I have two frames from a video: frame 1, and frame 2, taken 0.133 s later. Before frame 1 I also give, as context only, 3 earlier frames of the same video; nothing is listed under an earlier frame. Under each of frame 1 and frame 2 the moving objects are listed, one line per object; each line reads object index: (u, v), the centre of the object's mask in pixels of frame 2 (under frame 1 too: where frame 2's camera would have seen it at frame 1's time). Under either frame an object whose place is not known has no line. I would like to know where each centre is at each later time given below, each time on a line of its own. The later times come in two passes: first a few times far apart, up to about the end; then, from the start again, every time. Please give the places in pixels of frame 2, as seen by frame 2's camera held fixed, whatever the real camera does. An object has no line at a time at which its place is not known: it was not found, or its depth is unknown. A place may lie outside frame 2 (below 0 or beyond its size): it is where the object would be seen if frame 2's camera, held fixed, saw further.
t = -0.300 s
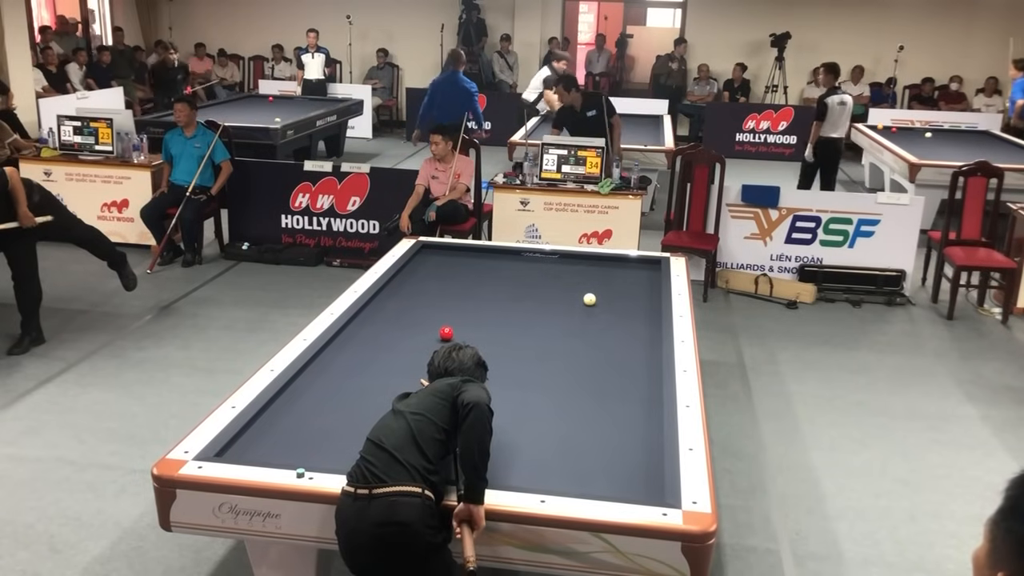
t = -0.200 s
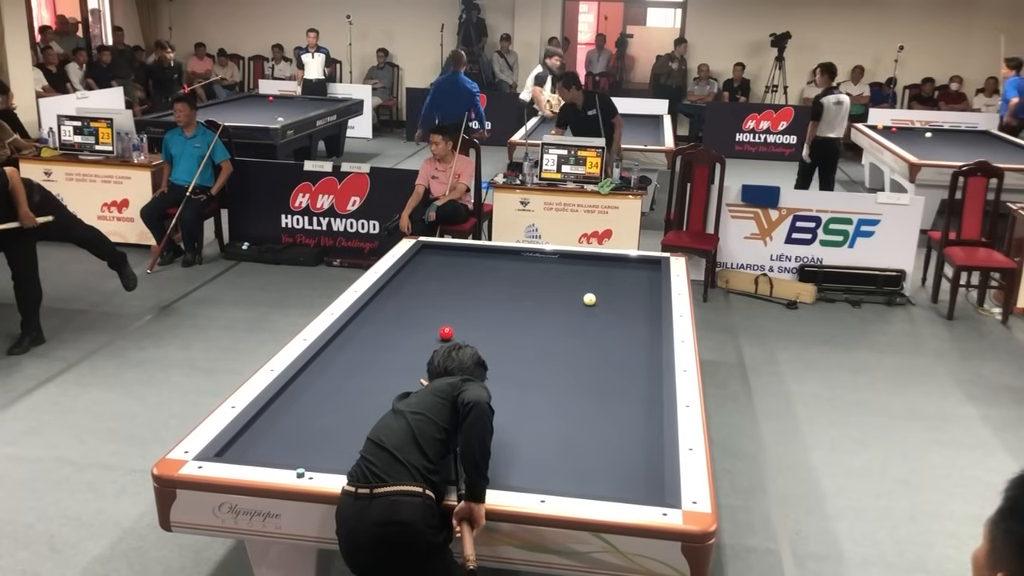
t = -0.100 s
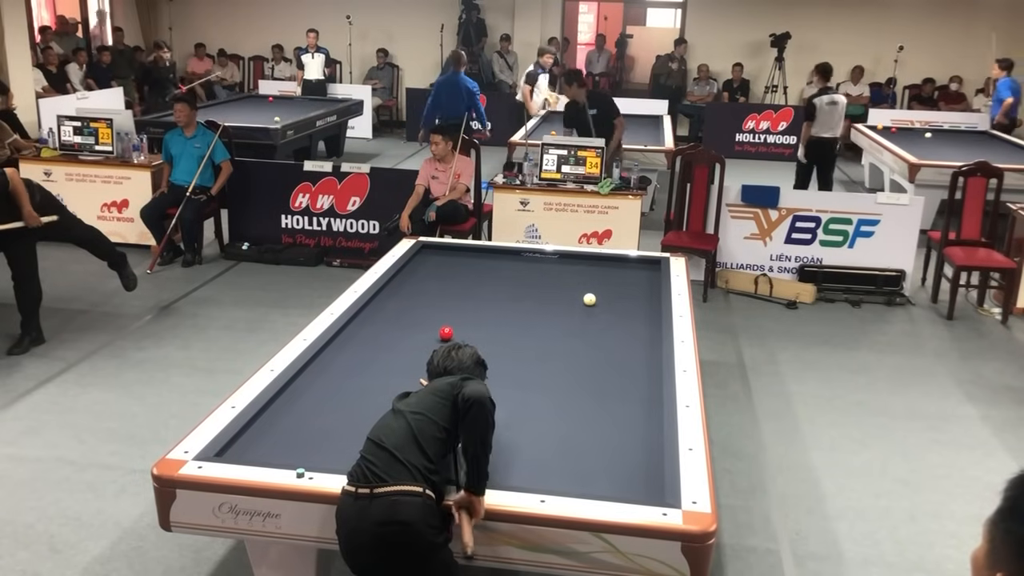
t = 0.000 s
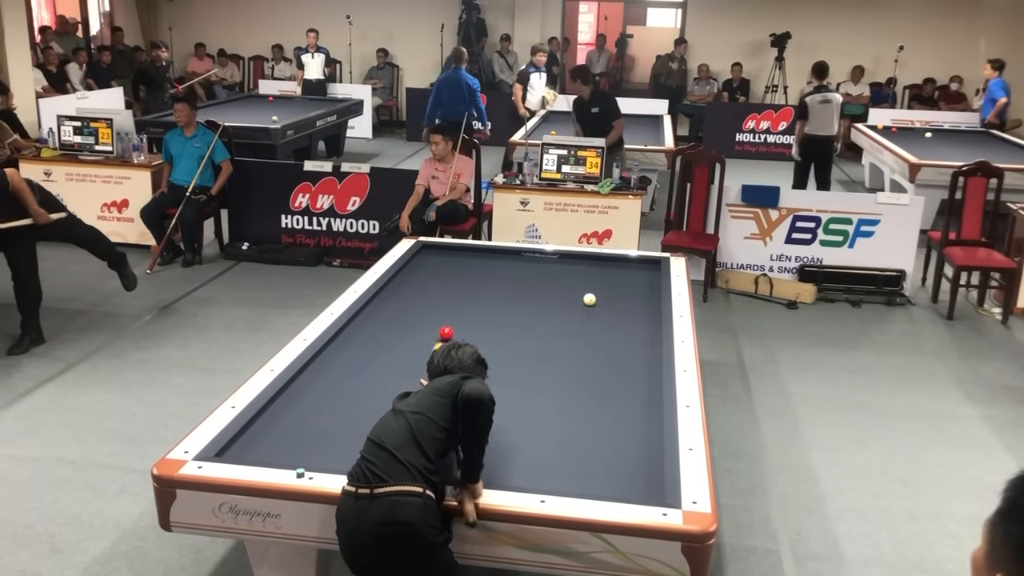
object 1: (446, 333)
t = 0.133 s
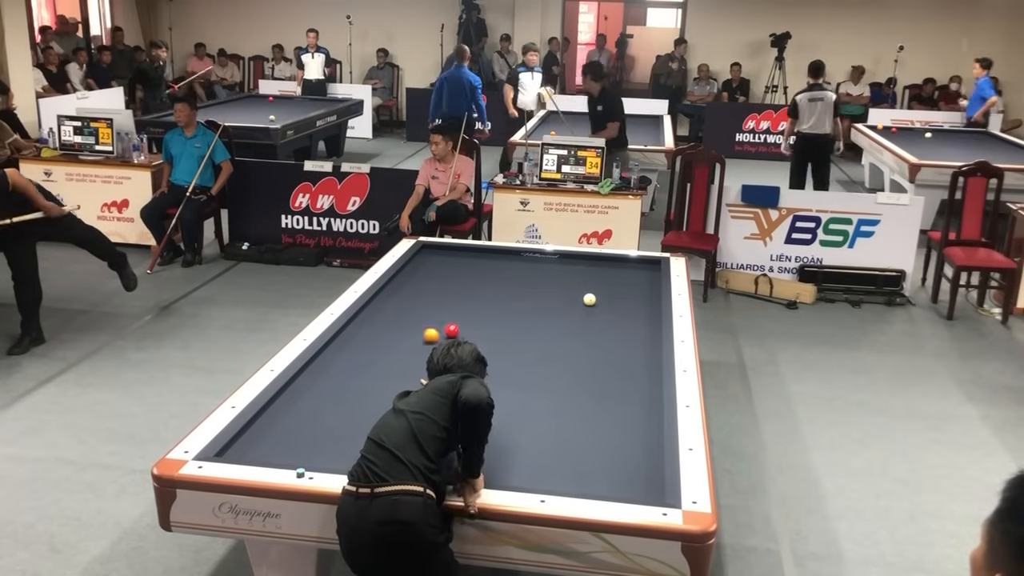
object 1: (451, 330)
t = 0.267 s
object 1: (469, 323)
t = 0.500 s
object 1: (492, 312)
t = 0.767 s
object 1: (515, 301)
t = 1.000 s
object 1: (533, 292)
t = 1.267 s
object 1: (554, 283)
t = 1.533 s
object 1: (572, 274)
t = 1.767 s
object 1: (587, 267)
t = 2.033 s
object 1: (602, 260)
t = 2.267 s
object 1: (611, 261)
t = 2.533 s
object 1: (619, 266)
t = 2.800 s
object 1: (627, 271)
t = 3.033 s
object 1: (633, 276)
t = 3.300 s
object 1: (641, 280)
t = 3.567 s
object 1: (648, 286)
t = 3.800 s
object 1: (655, 291)
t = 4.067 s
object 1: (652, 295)
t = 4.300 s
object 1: (649, 298)
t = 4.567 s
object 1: (645, 302)
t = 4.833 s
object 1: (641, 305)
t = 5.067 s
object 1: (638, 308)
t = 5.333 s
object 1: (634, 313)
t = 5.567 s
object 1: (631, 315)
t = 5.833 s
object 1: (628, 318)
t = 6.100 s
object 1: (624, 321)
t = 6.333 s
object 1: (621, 323)
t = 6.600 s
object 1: (618, 326)
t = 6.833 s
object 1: (616, 329)
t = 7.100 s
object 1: (613, 331)
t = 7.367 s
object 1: (610, 333)
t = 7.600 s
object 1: (607, 335)
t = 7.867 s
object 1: (605, 337)
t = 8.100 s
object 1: (603, 339)
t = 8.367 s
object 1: (601, 341)
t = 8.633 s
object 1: (599, 342)
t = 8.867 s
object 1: (598, 343)
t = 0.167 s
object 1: (456, 329)
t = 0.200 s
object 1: (461, 326)
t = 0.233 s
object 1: (465, 324)
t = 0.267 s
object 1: (469, 323)
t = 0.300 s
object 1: (472, 321)
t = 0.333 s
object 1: (476, 319)
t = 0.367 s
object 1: (479, 318)
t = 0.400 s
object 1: (482, 316)
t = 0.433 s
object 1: (485, 315)
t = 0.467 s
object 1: (488, 314)
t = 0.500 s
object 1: (492, 312)
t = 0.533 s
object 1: (495, 310)
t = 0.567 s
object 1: (497, 309)
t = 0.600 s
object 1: (501, 308)
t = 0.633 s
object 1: (504, 306)
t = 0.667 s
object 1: (506, 305)
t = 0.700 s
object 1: (509, 303)
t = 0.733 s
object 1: (512, 302)
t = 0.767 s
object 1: (515, 301)
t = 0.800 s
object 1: (518, 299)
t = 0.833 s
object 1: (520, 298)
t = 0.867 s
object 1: (523, 297)
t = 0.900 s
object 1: (526, 295)
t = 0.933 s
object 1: (528, 294)
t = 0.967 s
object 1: (531, 293)
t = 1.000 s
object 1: (533, 292)
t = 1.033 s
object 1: (536, 290)
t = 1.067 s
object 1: (538, 289)
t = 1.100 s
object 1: (541, 288)
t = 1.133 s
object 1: (544, 287)
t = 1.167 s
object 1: (546, 286)
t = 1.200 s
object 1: (548, 285)
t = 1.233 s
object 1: (551, 284)
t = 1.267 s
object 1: (554, 283)
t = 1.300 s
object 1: (556, 281)
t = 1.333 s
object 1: (558, 280)
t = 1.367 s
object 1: (560, 279)
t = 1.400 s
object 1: (563, 278)
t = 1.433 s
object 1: (565, 278)
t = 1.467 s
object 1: (567, 277)
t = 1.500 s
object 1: (569, 275)
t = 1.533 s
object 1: (572, 274)
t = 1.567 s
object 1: (574, 273)
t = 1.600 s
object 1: (576, 272)
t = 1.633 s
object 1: (578, 271)
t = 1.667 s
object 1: (580, 270)
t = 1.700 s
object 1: (582, 269)
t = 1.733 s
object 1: (585, 269)
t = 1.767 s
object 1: (587, 267)
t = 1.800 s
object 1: (589, 267)
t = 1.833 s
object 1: (591, 265)
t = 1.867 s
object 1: (593, 264)
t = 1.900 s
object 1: (594, 264)
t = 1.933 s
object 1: (596, 263)
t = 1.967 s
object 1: (598, 262)
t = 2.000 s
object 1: (600, 261)
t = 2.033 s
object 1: (602, 260)
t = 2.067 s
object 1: (604, 259)
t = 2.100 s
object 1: (606, 259)
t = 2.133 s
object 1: (608, 258)
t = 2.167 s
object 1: (608, 259)
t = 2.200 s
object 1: (609, 260)
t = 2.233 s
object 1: (610, 261)
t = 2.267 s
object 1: (611, 261)
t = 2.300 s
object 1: (612, 262)
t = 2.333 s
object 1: (613, 262)
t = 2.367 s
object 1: (614, 263)
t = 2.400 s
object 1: (615, 263)
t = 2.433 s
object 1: (616, 264)
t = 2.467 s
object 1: (617, 264)
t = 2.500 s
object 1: (618, 265)
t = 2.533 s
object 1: (619, 266)
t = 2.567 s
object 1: (620, 267)
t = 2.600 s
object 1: (621, 267)
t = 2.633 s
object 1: (622, 268)
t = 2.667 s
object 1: (622, 268)
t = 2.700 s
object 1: (623, 269)
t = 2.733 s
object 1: (624, 270)
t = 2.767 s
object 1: (625, 270)
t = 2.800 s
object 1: (627, 271)
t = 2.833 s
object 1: (627, 272)
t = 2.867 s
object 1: (628, 272)
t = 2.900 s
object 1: (629, 273)
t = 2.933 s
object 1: (630, 274)
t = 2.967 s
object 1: (631, 274)
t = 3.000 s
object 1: (632, 275)
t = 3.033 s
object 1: (633, 276)
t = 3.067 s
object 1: (634, 276)
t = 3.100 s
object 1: (635, 277)
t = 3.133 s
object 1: (636, 278)
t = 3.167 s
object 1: (637, 278)
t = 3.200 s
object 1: (638, 279)
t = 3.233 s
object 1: (639, 279)
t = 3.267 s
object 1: (640, 280)
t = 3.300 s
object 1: (641, 280)
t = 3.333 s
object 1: (642, 281)
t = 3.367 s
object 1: (643, 282)
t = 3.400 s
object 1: (644, 283)
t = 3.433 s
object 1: (645, 283)
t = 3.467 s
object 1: (645, 284)
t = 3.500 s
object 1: (646, 284)
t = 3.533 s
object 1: (647, 285)
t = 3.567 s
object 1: (648, 286)
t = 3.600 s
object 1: (649, 287)
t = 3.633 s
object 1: (650, 287)
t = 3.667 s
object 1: (651, 288)
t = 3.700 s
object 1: (652, 289)
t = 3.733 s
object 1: (653, 289)
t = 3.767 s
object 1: (654, 290)
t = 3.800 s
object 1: (655, 291)
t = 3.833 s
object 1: (655, 292)
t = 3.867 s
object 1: (655, 292)
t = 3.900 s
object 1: (654, 292)
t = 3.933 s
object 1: (654, 293)
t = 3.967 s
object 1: (653, 293)
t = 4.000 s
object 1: (653, 294)
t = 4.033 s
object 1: (652, 294)
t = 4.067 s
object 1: (652, 295)
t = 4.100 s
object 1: (651, 295)
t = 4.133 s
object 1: (651, 296)
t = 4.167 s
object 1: (650, 296)
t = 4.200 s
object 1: (650, 297)
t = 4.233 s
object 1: (649, 297)
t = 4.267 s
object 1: (649, 298)
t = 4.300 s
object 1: (649, 298)
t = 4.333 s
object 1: (648, 299)
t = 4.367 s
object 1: (647, 299)
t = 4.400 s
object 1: (647, 300)
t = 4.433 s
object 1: (647, 300)
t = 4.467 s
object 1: (646, 301)
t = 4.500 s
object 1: (646, 301)
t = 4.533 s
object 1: (645, 301)
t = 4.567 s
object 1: (645, 302)
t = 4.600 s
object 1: (644, 302)
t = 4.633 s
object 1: (643, 303)
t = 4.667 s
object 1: (643, 303)
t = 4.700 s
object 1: (643, 304)
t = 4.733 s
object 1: (642, 304)
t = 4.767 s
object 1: (642, 305)
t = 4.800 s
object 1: (641, 305)
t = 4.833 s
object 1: (641, 305)
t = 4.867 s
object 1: (641, 306)
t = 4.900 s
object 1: (640, 306)
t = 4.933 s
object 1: (639, 307)
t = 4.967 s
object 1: (639, 307)
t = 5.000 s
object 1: (638, 307)
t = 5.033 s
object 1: (638, 308)
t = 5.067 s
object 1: (638, 308)
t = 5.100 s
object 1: (637, 309)
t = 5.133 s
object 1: (637, 309)
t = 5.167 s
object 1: (636, 310)
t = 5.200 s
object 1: (636, 310)
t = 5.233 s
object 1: (636, 310)
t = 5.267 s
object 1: (635, 311)
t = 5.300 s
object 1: (635, 311)
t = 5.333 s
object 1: (634, 313)
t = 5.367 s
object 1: (634, 313)
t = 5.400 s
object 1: (633, 313)
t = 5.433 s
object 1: (633, 313)
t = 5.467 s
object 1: (632, 314)
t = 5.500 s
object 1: (632, 314)
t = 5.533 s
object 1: (632, 314)
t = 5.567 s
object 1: (631, 315)
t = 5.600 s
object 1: (631, 315)
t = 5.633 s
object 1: (630, 315)
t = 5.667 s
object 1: (630, 316)
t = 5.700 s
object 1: (629, 316)
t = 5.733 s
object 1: (629, 316)
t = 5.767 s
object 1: (629, 317)
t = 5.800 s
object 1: (628, 317)
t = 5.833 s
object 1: (628, 318)
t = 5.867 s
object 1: (627, 318)
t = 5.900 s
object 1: (627, 318)
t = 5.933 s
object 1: (626, 319)
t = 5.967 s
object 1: (626, 319)
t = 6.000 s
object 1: (626, 319)
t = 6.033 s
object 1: (625, 320)
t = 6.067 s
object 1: (625, 320)
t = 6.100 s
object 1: (624, 321)
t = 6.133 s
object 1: (624, 321)
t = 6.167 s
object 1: (624, 321)
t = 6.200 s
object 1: (623, 322)
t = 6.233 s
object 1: (623, 322)
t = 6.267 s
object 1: (622, 322)
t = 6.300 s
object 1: (622, 323)
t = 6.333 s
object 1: (621, 323)
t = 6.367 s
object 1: (621, 324)
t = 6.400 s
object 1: (621, 324)
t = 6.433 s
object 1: (620, 324)
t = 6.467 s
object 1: (620, 325)
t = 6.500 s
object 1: (619, 325)
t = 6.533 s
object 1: (619, 325)
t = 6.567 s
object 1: (619, 326)
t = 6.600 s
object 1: (618, 326)
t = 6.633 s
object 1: (618, 326)
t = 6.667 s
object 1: (617, 327)
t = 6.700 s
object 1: (617, 327)
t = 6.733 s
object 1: (617, 327)
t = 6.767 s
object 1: (616, 328)
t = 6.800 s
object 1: (616, 328)
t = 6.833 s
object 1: (616, 329)
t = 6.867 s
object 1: (615, 329)
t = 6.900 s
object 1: (615, 329)
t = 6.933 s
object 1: (614, 329)
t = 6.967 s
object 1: (614, 330)
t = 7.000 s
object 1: (614, 330)
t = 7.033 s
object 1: (613, 330)
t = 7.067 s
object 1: (613, 331)
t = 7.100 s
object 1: (613, 331)
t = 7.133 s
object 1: (612, 331)
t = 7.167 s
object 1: (612, 332)
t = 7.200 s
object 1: (612, 332)
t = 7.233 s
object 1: (611, 332)
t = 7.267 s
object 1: (611, 332)
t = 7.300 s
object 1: (610, 333)
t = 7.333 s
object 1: (610, 333)
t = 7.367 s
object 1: (610, 333)
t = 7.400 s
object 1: (610, 334)
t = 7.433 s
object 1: (609, 334)
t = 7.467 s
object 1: (609, 334)
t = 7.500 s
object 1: (609, 334)
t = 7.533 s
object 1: (608, 335)
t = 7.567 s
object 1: (608, 335)
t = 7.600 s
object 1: (607, 335)
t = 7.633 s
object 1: (607, 335)
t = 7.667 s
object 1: (607, 335)
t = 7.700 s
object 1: (607, 336)
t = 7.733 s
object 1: (607, 336)
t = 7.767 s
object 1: (606, 336)
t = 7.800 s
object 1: (606, 337)
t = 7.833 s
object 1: (606, 337)
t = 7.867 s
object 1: (605, 337)
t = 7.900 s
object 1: (605, 337)
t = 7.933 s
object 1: (605, 338)
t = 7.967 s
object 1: (604, 338)
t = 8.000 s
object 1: (604, 338)
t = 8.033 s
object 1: (604, 338)
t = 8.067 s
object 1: (604, 338)
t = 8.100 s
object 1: (603, 339)
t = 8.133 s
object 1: (603, 339)
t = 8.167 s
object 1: (603, 339)
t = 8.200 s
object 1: (603, 339)
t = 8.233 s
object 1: (602, 340)
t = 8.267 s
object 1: (602, 340)
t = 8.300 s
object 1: (602, 340)
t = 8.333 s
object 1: (602, 341)
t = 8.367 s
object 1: (601, 341)
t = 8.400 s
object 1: (601, 341)
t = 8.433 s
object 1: (601, 341)
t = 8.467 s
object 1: (601, 341)
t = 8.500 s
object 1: (600, 342)
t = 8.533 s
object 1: (600, 342)
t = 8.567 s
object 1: (600, 342)
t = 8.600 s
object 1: (600, 342)
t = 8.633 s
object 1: (599, 342)
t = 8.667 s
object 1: (599, 342)
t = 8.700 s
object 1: (599, 342)
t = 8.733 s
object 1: (599, 343)
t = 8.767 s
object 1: (599, 343)
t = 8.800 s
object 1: (599, 343)
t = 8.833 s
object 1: (599, 343)
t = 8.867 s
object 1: (598, 343)
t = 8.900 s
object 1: (598, 343)
